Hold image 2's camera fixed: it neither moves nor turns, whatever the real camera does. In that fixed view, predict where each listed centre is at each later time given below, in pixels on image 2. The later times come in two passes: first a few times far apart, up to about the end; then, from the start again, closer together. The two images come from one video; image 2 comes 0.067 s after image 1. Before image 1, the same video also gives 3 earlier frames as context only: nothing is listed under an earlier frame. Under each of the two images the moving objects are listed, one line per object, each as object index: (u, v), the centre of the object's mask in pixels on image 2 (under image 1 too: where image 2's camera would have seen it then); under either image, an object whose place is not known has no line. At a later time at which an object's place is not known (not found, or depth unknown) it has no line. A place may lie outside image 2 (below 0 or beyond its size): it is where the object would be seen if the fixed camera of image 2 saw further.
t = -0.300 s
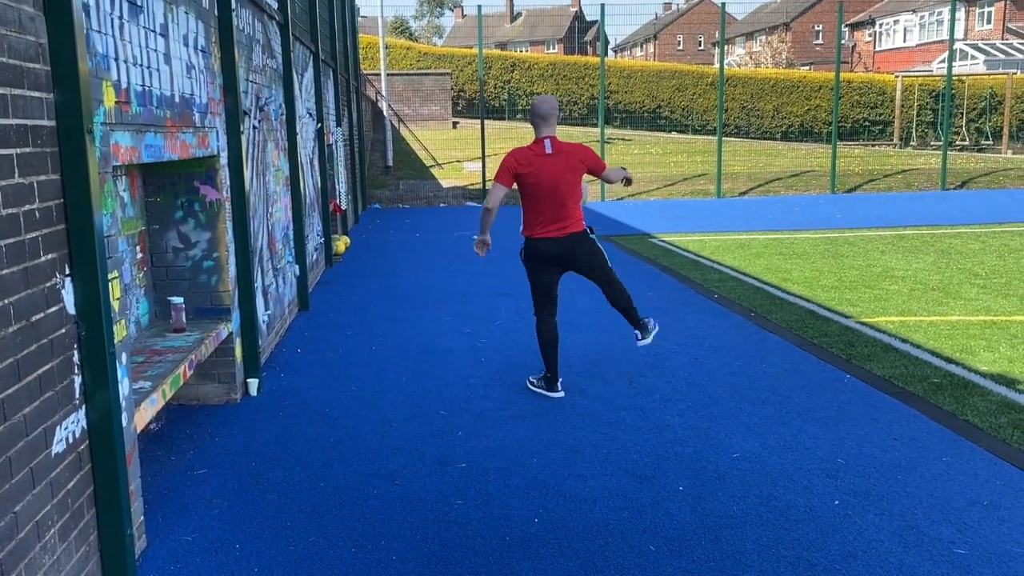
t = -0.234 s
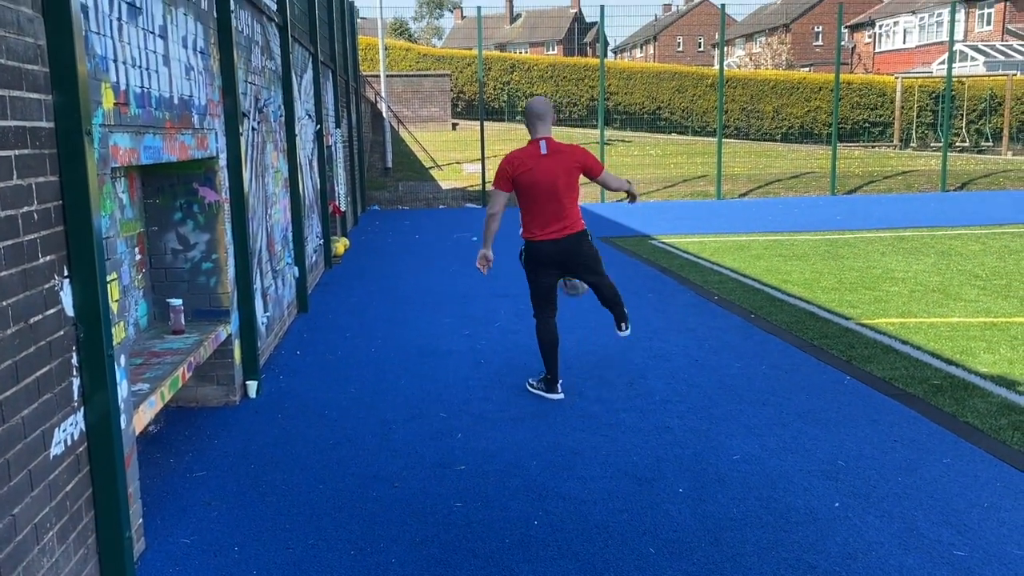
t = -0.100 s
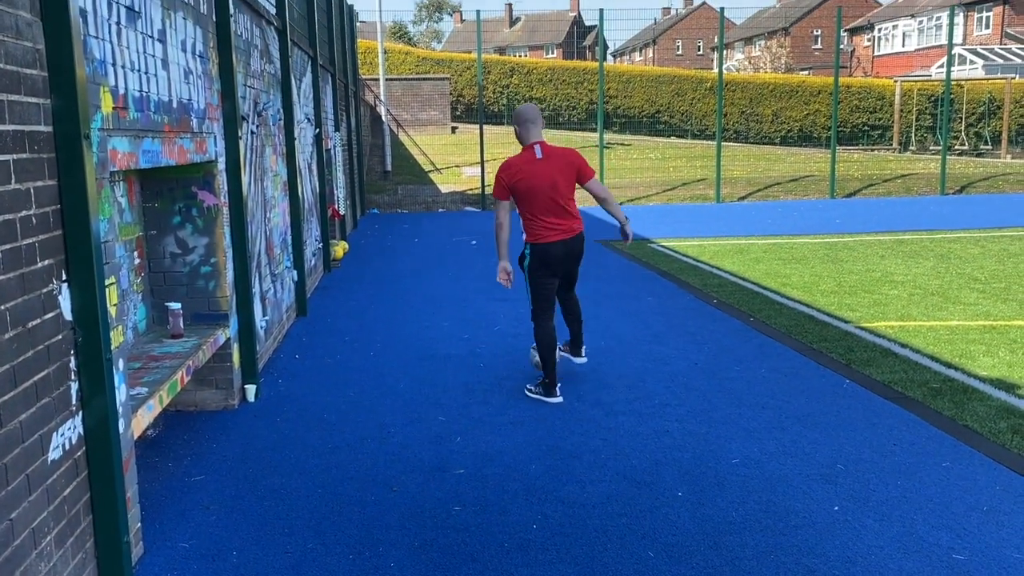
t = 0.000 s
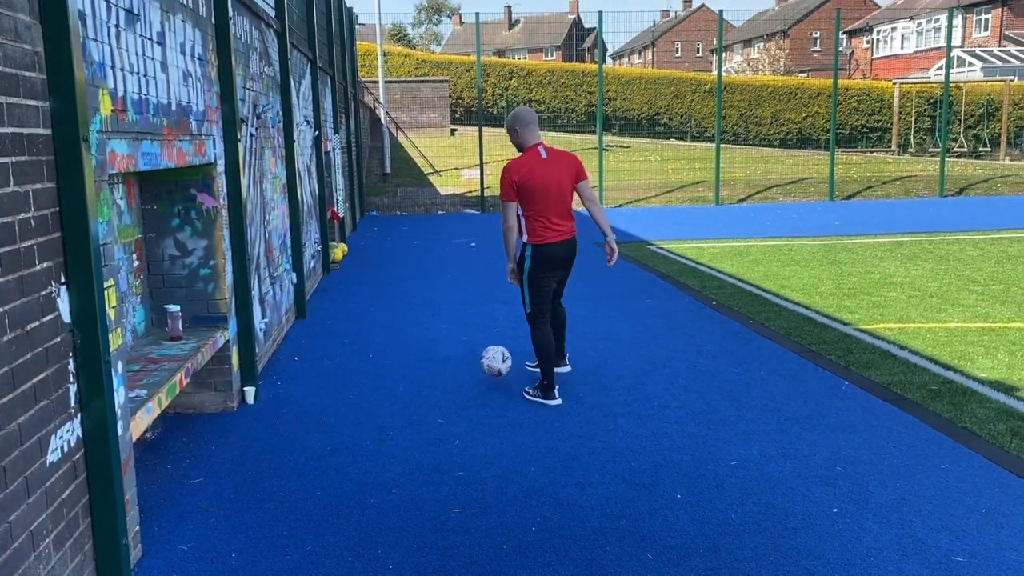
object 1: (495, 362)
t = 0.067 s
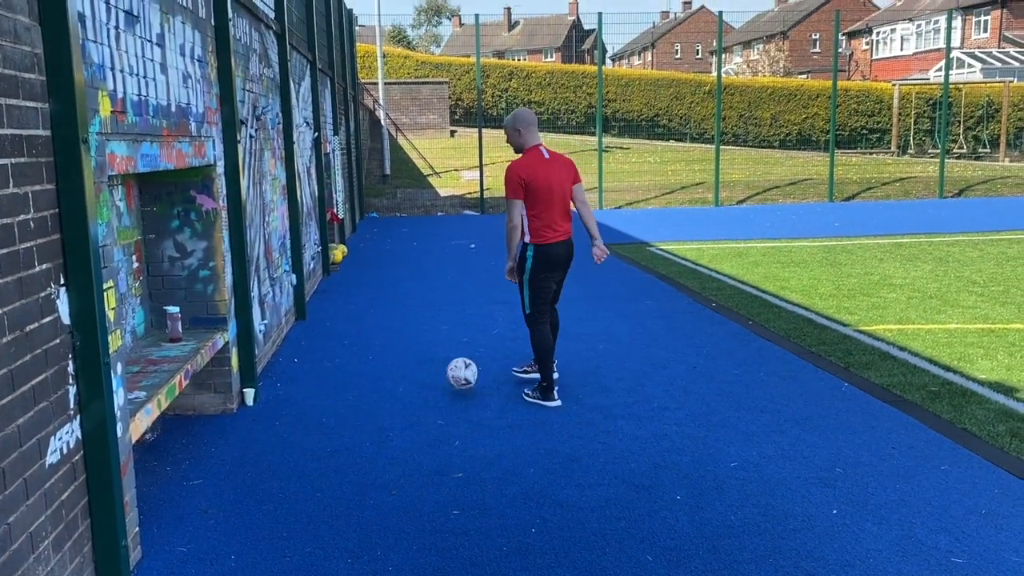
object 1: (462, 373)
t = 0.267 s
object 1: (376, 386)
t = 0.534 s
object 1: (274, 403)
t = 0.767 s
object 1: (184, 416)
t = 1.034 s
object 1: (204, 419)
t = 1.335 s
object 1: (237, 423)
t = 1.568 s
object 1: (259, 426)
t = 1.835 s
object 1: (286, 428)
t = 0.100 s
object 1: (445, 382)
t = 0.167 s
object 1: (416, 382)
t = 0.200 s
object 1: (403, 382)
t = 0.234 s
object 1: (390, 383)
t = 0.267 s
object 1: (376, 386)
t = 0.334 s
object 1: (349, 397)
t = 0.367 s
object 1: (336, 396)
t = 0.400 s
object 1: (324, 396)
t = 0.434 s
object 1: (311, 398)
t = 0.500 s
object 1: (286, 404)
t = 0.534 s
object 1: (274, 403)
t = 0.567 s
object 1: (262, 405)
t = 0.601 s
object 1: (249, 409)
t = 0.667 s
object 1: (223, 411)
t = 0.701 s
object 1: (209, 414)
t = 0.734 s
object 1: (196, 415)
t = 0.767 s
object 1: (184, 416)
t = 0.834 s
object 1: (163, 424)
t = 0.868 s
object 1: (168, 419)
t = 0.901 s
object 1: (174, 415)
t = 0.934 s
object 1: (181, 412)
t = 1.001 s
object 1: (195, 414)
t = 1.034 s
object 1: (204, 419)
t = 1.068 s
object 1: (211, 424)
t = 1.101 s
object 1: (214, 420)
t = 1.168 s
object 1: (221, 418)
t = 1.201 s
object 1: (224, 420)
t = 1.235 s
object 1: (227, 424)
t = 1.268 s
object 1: (230, 423)
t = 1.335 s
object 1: (237, 423)
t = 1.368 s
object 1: (240, 425)
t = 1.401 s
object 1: (243, 424)
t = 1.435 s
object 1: (247, 424)
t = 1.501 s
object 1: (253, 425)
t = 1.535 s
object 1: (256, 426)
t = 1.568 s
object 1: (259, 426)
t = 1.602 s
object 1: (262, 426)
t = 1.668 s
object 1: (269, 427)
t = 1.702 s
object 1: (272, 427)
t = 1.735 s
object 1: (276, 427)
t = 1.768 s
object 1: (279, 427)
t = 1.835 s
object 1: (286, 428)
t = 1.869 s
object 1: (289, 428)
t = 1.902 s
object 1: (293, 428)
